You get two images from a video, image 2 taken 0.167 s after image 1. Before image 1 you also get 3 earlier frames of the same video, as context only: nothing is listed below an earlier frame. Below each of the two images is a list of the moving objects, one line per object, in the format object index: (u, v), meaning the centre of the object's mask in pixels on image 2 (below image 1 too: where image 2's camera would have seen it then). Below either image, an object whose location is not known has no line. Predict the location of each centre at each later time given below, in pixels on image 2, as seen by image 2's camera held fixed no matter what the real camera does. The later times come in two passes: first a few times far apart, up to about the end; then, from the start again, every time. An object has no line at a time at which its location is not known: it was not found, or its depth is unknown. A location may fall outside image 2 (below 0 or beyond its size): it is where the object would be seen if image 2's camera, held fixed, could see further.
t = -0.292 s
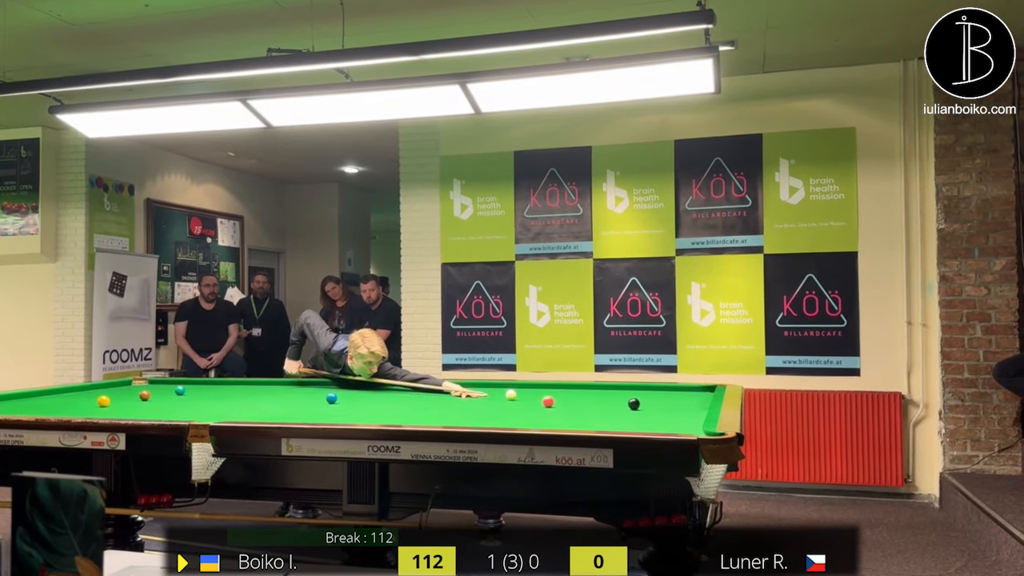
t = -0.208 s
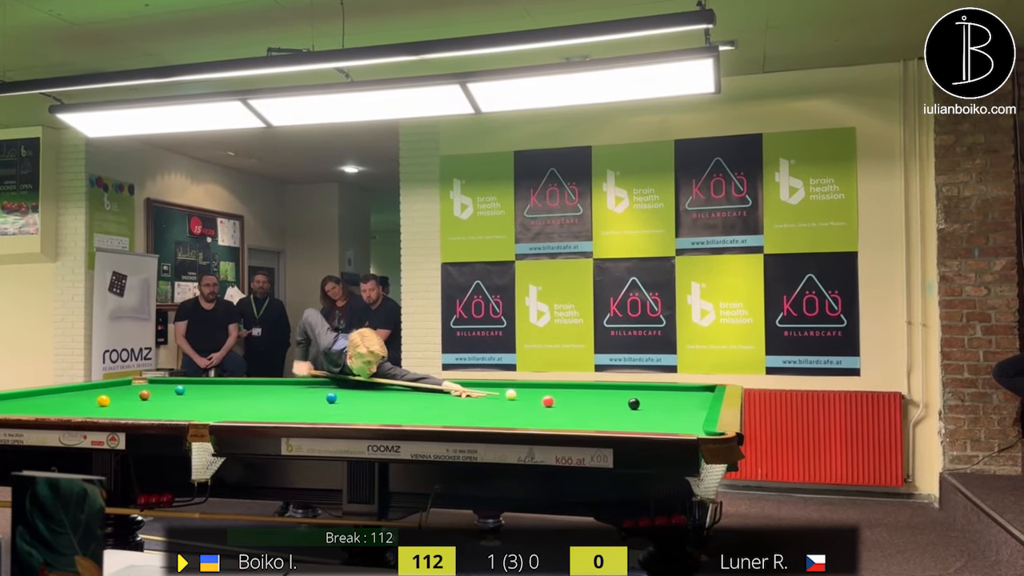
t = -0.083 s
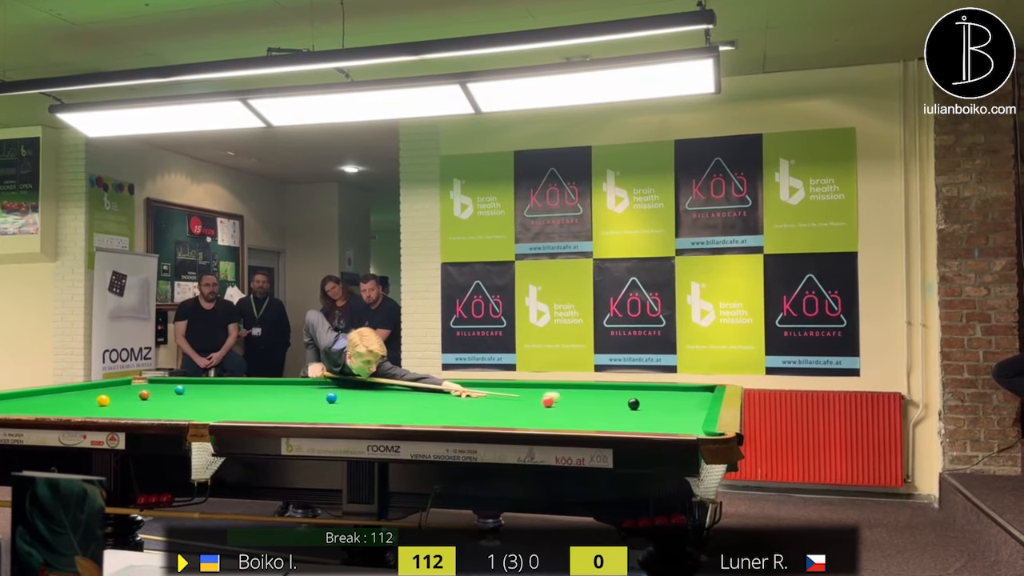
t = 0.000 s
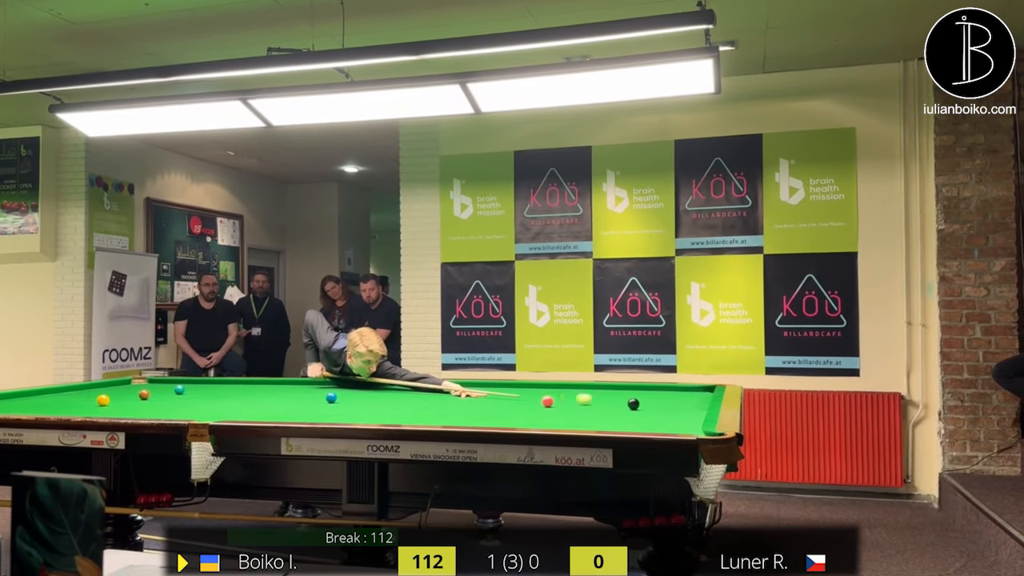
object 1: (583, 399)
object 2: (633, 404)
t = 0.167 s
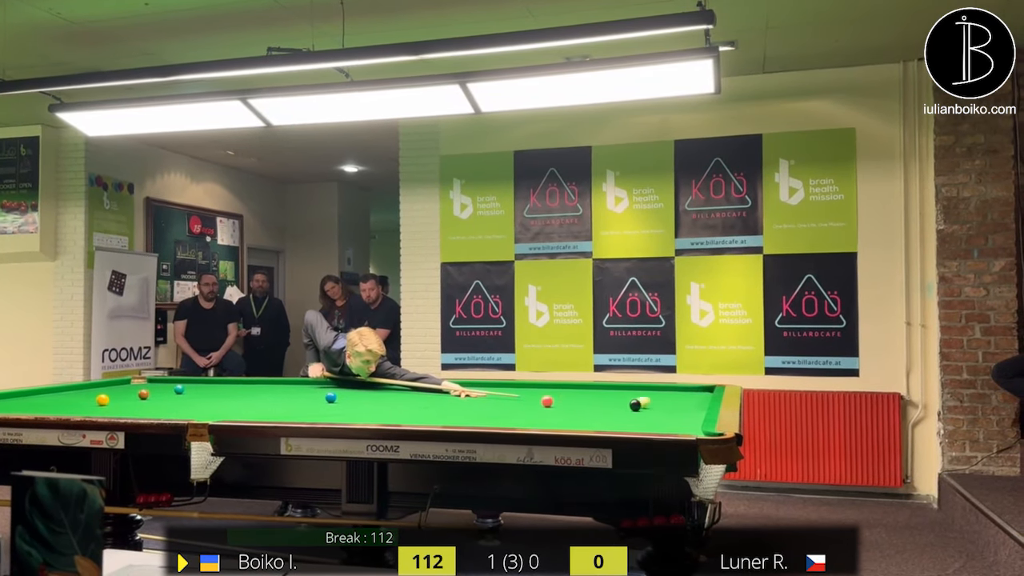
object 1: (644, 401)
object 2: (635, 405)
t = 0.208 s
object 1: (654, 402)
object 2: (637, 406)
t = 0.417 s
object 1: (701, 402)
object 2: (646, 410)
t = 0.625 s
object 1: (666, 399)
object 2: (655, 414)
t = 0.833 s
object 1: (637, 396)
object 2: (664, 419)
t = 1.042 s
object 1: (611, 394)
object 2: (674, 424)
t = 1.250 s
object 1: (588, 391)
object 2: (685, 427)
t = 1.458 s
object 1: (566, 389)
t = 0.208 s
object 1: (654, 402)
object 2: (637, 406)
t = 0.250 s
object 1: (665, 402)
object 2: (639, 407)
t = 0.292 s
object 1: (676, 402)
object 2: (641, 407)
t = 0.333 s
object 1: (687, 402)
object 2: (642, 408)
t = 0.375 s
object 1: (699, 402)
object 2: (644, 409)
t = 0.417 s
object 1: (701, 402)
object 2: (646, 410)
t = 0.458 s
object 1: (692, 401)
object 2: (647, 411)
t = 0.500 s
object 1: (684, 401)
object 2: (649, 412)
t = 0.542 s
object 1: (678, 400)
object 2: (651, 413)
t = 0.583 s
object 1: (672, 399)
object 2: (653, 413)
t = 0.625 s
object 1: (666, 399)
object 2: (655, 414)
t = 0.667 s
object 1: (660, 399)
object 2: (657, 416)
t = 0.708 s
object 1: (654, 398)
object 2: (659, 416)
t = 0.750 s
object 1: (648, 397)
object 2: (660, 417)
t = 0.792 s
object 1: (643, 397)
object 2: (662, 418)
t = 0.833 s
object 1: (637, 396)
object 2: (664, 419)
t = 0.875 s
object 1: (632, 396)
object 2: (666, 420)
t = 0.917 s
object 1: (626, 395)
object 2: (668, 421)
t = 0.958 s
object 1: (621, 395)
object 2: (670, 422)
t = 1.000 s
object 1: (616, 394)
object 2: (672, 423)
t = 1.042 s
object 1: (611, 394)
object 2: (674, 424)
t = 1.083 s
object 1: (606, 393)
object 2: (676, 424)
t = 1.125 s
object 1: (601, 393)
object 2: (678, 425)
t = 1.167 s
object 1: (597, 392)
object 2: (681, 426)
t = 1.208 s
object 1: (592, 392)
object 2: (683, 427)
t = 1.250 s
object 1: (588, 391)
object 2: (685, 427)
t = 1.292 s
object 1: (583, 391)
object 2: (687, 428)
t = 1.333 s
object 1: (579, 391)
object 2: (690, 429)
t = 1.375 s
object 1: (574, 390)
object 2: (692, 430)
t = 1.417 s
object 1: (570, 390)
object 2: (695, 430)
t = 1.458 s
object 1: (566, 389)
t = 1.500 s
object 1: (562, 389)
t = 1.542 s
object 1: (557, 389)
